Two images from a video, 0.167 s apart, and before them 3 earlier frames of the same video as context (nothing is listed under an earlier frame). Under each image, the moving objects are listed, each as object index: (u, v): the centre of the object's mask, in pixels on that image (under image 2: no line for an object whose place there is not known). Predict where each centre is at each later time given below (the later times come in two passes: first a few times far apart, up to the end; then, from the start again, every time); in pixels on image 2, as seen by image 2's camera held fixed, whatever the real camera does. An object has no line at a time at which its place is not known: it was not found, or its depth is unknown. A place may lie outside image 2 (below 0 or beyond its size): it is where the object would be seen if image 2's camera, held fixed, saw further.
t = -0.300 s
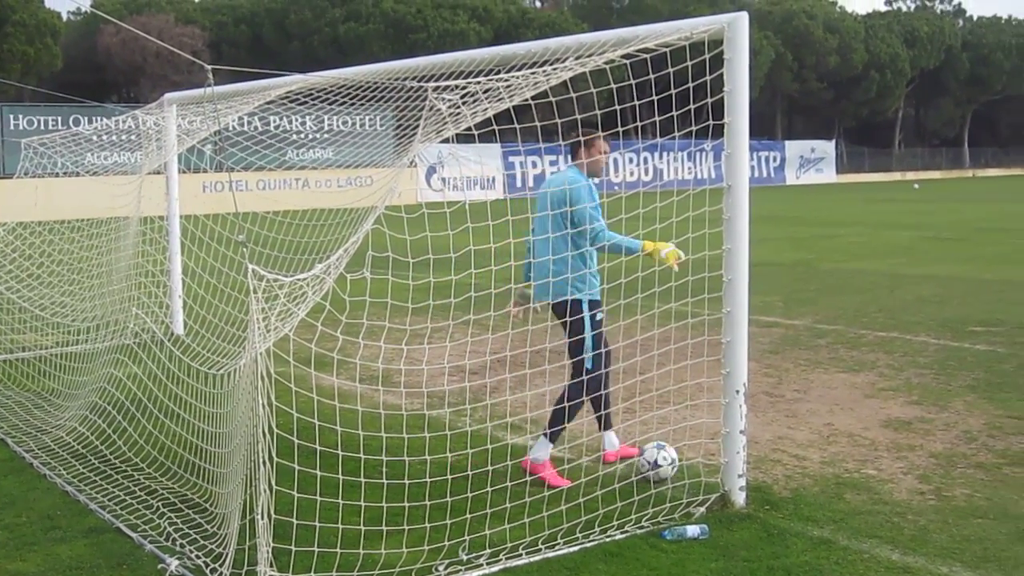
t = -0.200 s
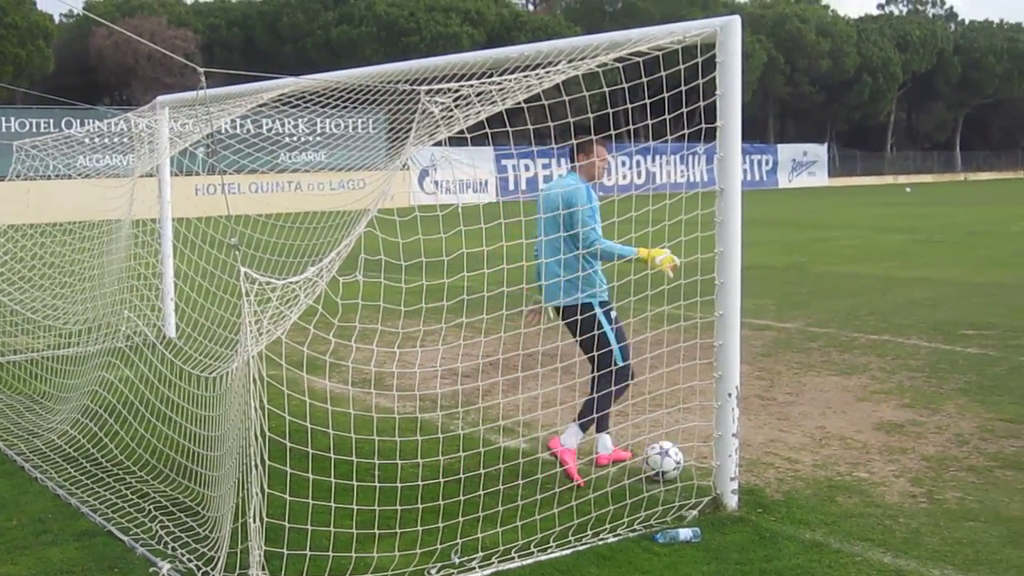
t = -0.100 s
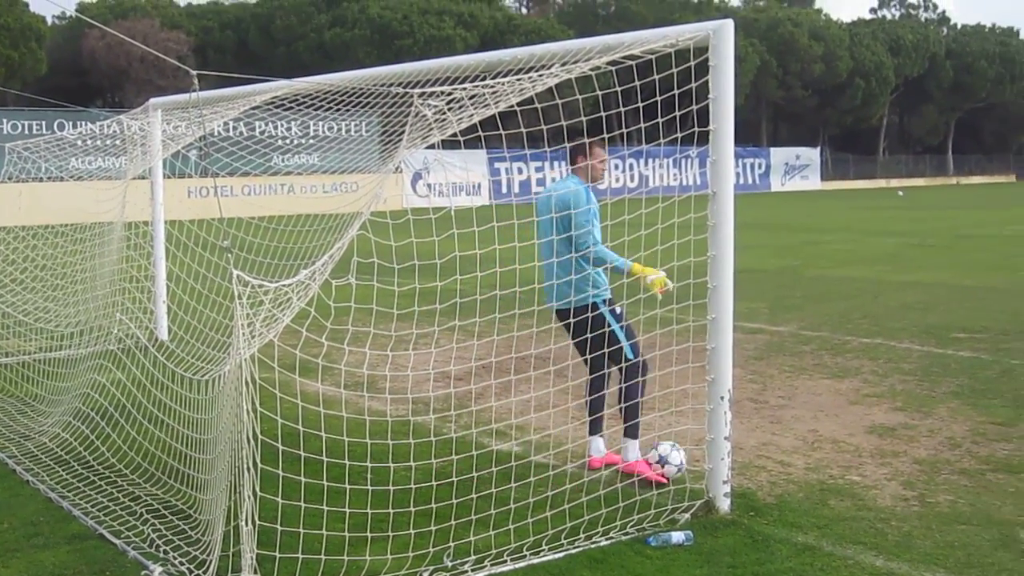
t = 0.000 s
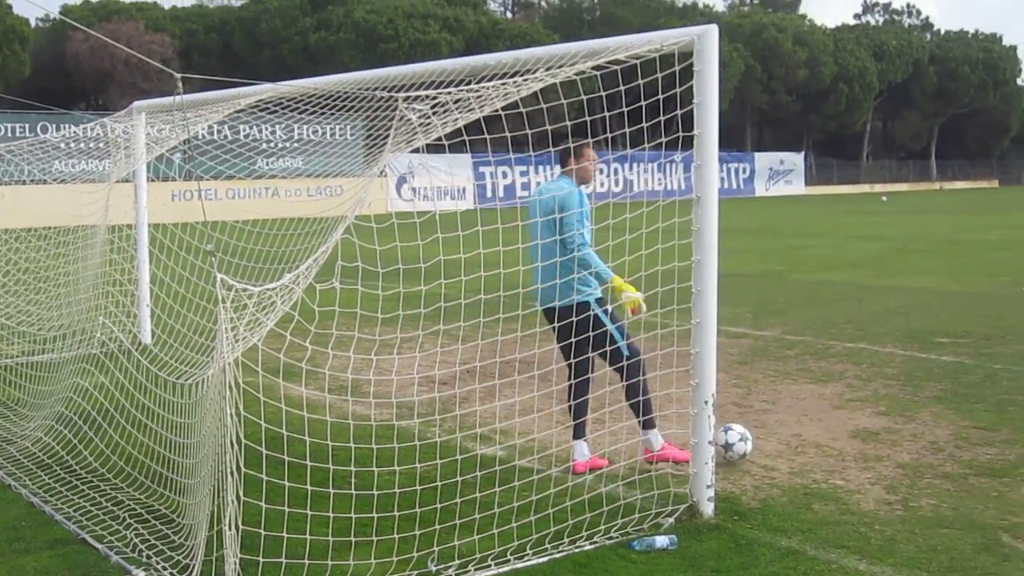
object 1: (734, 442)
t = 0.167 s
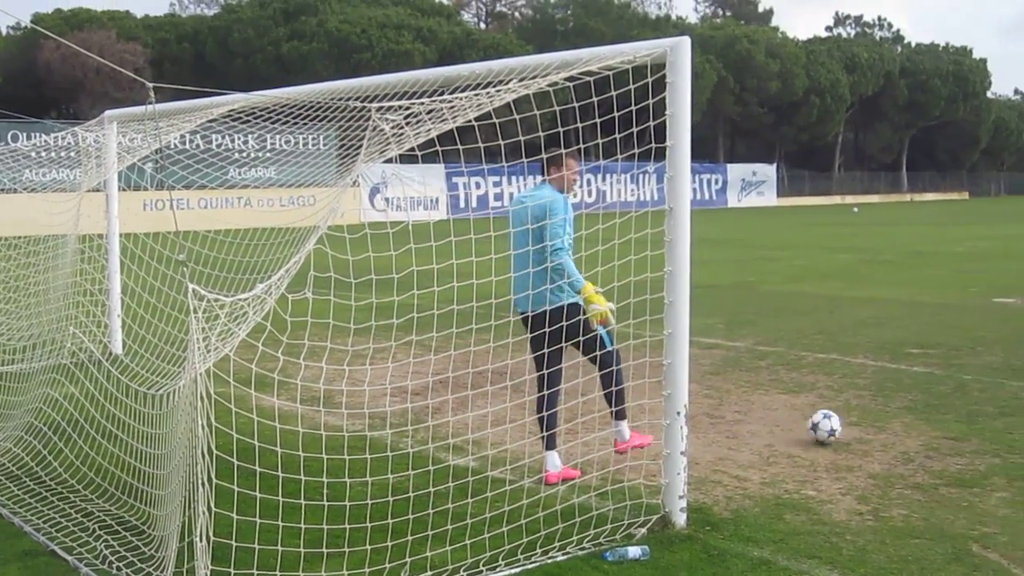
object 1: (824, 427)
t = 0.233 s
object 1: (861, 416)
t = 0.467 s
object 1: (960, 396)
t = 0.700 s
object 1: (1022, 382)
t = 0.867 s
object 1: (1054, 370)
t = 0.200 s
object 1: (844, 421)
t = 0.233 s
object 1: (861, 416)
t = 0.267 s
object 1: (878, 412)
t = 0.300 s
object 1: (894, 411)
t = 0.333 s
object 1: (908, 407)
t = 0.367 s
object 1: (922, 402)
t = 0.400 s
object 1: (934, 398)
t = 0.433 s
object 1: (947, 397)
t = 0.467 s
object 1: (960, 396)
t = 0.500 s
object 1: (970, 393)
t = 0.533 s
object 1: (979, 391)
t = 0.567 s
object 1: (989, 388)
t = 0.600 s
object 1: (997, 388)
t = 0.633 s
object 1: (1006, 385)
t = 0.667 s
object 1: (1014, 383)
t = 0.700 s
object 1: (1022, 382)
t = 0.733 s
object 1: (1031, 379)
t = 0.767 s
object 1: (1038, 377)
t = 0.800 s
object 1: (1045, 375)
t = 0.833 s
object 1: (1050, 373)
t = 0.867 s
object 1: (1054, 370)
